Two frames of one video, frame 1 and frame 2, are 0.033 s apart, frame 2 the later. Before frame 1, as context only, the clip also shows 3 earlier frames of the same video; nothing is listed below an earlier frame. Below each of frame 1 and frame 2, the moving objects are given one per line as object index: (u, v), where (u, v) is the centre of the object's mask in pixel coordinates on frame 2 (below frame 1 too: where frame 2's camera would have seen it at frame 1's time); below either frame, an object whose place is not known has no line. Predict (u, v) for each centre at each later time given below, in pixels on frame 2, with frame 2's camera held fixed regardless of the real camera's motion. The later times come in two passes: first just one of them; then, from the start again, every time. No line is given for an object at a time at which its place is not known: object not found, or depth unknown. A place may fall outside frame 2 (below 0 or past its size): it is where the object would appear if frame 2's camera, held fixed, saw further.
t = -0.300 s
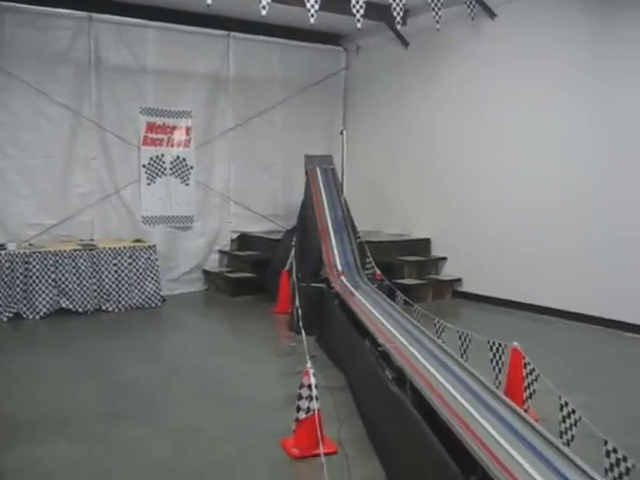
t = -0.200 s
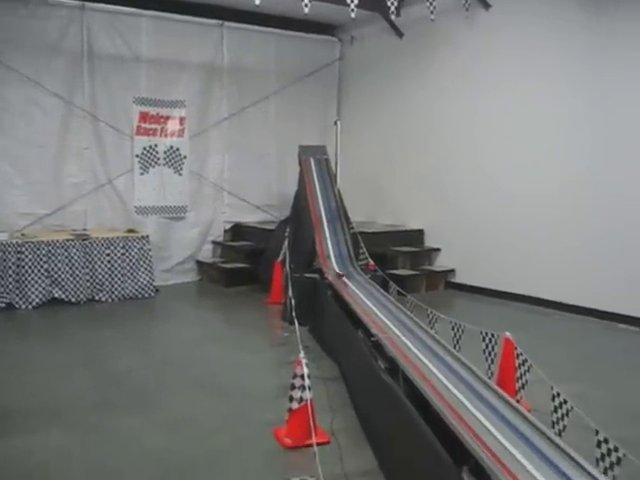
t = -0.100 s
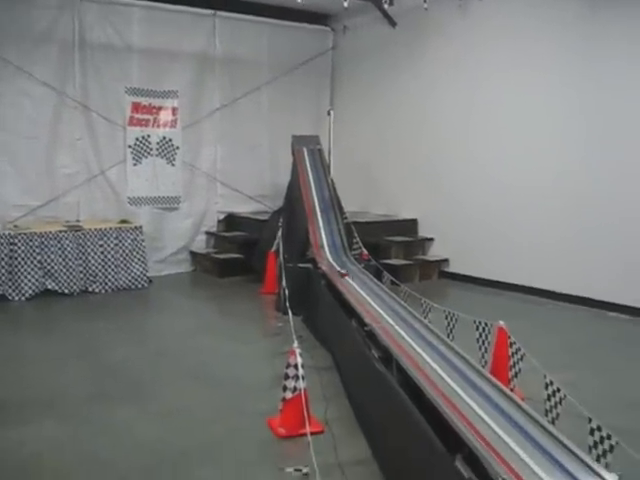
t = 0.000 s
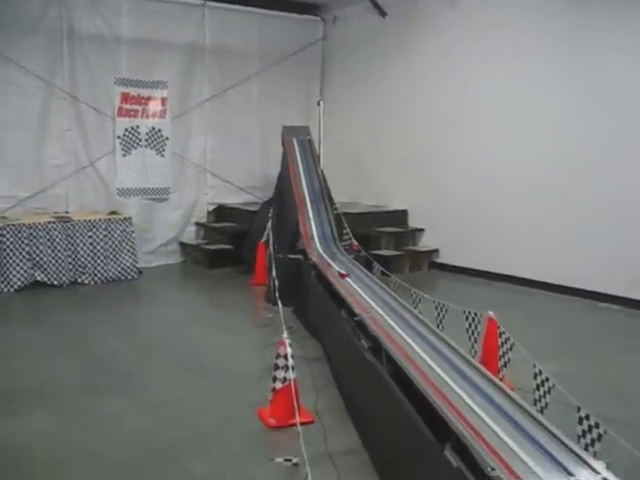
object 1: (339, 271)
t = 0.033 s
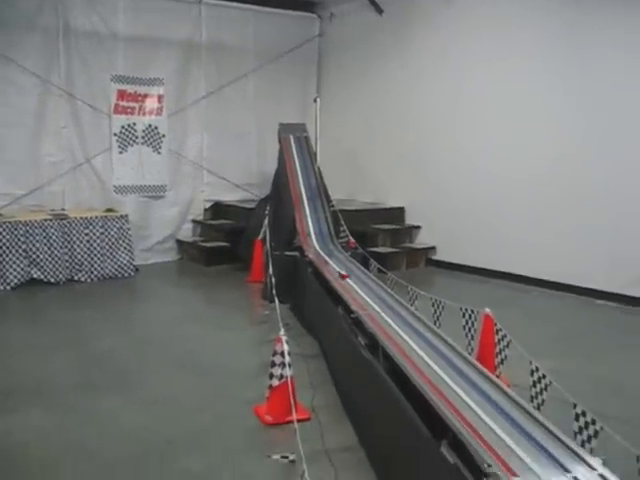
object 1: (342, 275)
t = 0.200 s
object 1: (364, 296)
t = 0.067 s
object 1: (346, 278)
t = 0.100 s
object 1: (350, 283)
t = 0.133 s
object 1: (354, 286)
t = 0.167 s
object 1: (359, 291)
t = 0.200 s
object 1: (364, 296)
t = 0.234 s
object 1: (371, 301)
